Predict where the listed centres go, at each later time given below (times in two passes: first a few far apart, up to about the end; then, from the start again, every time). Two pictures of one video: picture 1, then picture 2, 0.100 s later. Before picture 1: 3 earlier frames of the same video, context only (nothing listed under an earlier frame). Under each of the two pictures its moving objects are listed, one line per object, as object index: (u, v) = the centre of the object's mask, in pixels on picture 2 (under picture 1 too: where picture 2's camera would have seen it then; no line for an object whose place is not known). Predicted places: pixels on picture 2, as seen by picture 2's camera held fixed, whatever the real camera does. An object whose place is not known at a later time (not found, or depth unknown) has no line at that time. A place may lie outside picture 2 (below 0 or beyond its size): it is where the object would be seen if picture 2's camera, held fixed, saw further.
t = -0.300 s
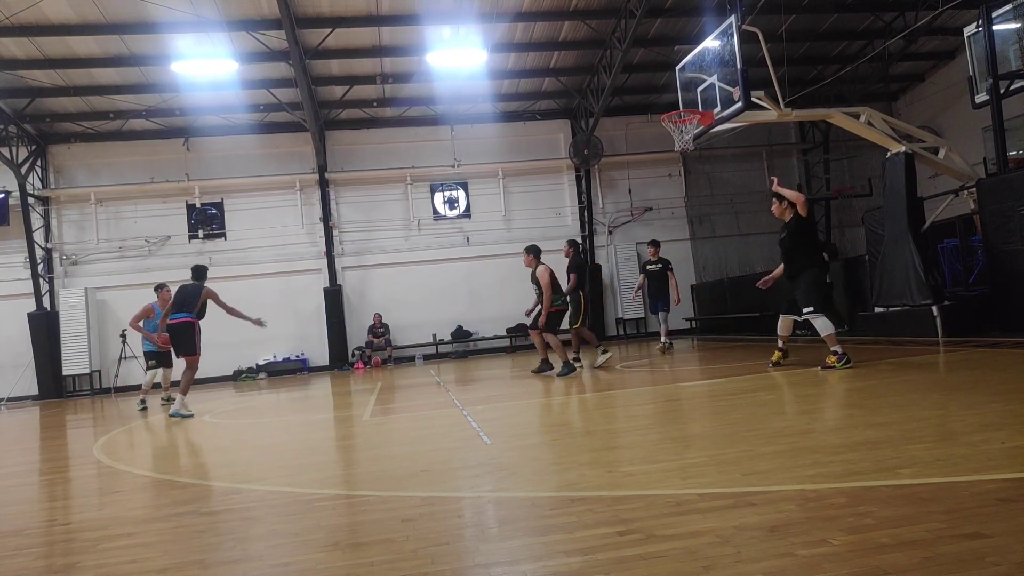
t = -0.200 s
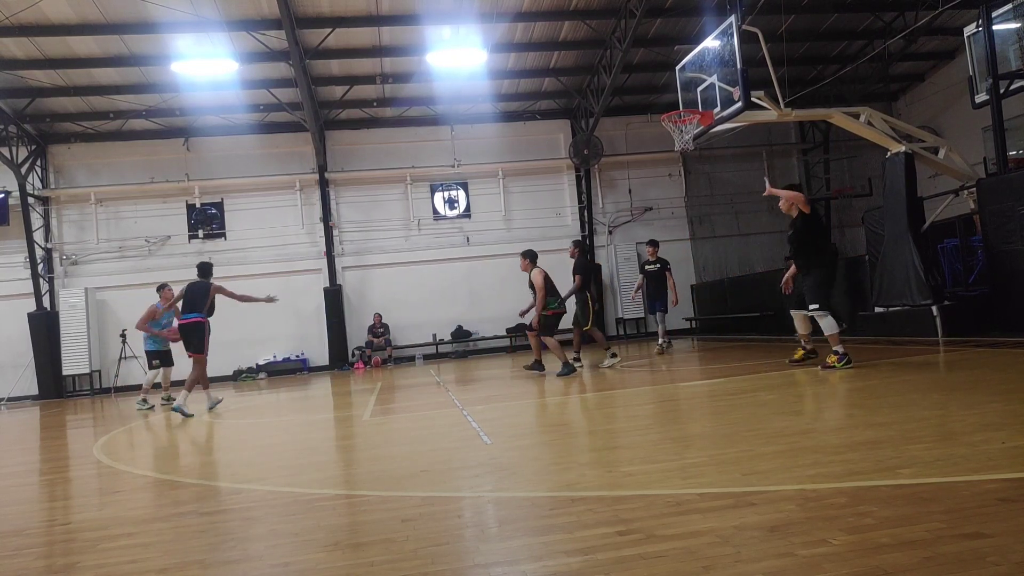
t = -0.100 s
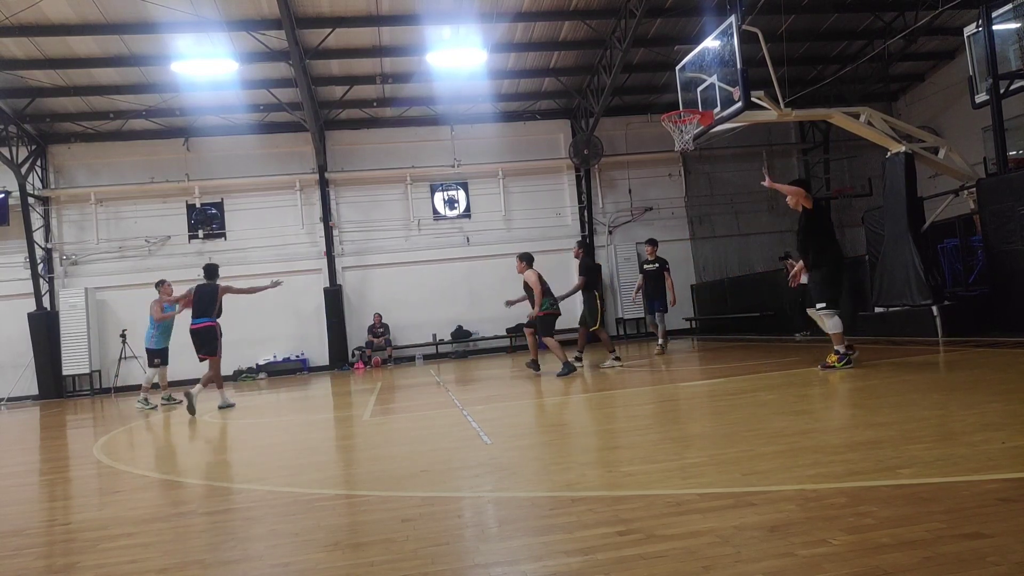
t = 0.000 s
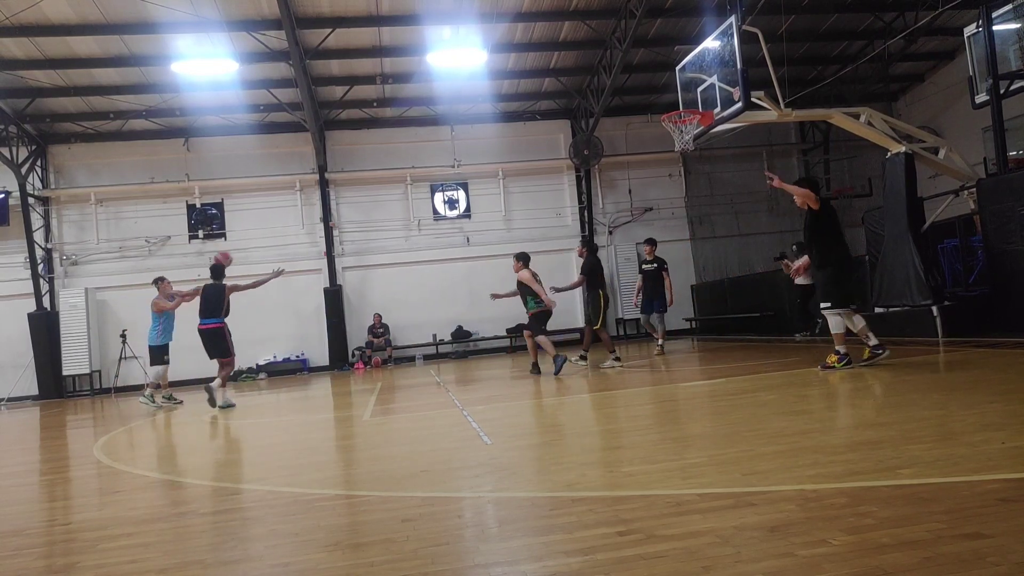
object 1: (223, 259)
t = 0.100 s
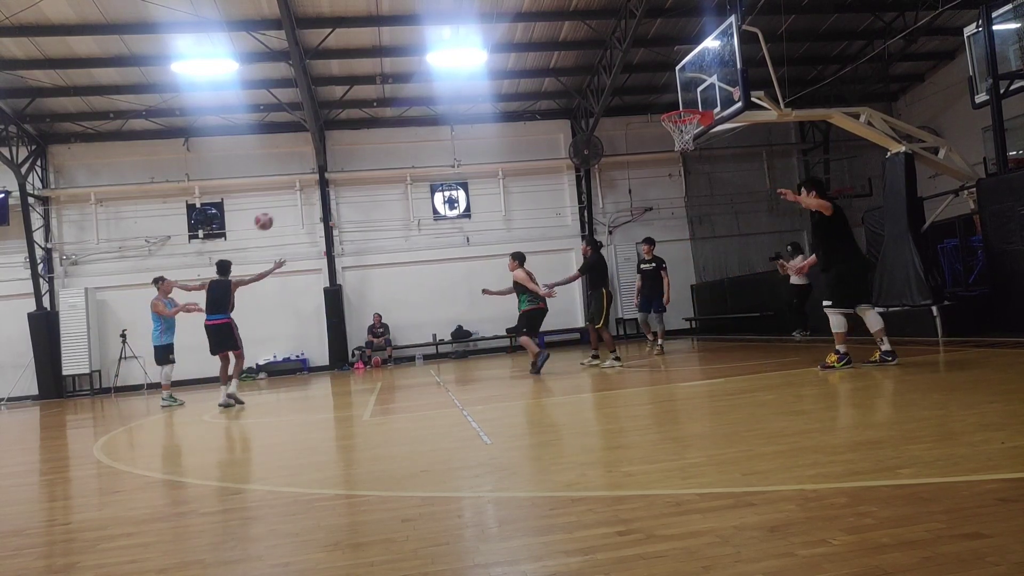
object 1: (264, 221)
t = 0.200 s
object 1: (308, 188)
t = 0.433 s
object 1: (423, 136)
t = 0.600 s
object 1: (518, 120)
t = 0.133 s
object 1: (278, 210)
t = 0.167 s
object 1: (293, 198)
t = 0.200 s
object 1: (308, 188)
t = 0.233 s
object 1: (324, 179)
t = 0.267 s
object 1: (339, 170)
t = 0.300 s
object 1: (354, 162)
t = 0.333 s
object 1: (371, 154)
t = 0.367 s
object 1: (388, 147)
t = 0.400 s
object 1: (405, 142)
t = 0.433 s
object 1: (423, 136)
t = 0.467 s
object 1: (441, 131)
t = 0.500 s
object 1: (459, 127)
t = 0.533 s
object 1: (478, 124)
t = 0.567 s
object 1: (498, 121)
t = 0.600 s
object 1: (518, 120)
